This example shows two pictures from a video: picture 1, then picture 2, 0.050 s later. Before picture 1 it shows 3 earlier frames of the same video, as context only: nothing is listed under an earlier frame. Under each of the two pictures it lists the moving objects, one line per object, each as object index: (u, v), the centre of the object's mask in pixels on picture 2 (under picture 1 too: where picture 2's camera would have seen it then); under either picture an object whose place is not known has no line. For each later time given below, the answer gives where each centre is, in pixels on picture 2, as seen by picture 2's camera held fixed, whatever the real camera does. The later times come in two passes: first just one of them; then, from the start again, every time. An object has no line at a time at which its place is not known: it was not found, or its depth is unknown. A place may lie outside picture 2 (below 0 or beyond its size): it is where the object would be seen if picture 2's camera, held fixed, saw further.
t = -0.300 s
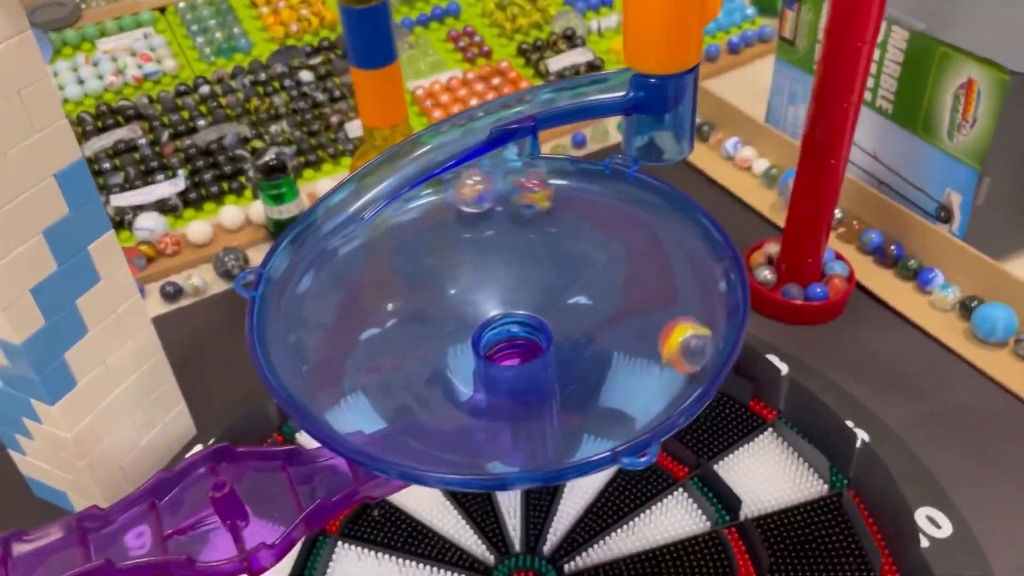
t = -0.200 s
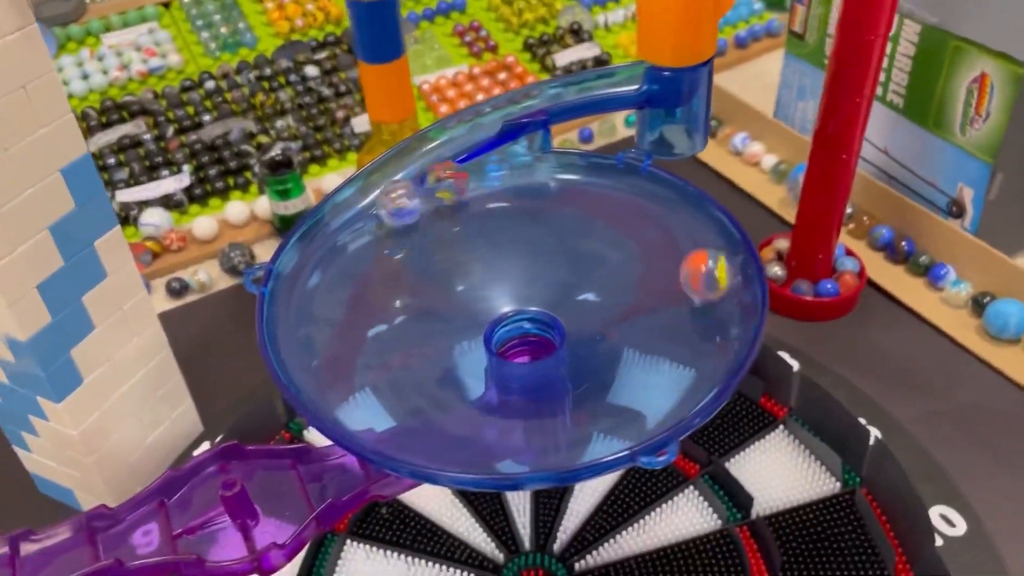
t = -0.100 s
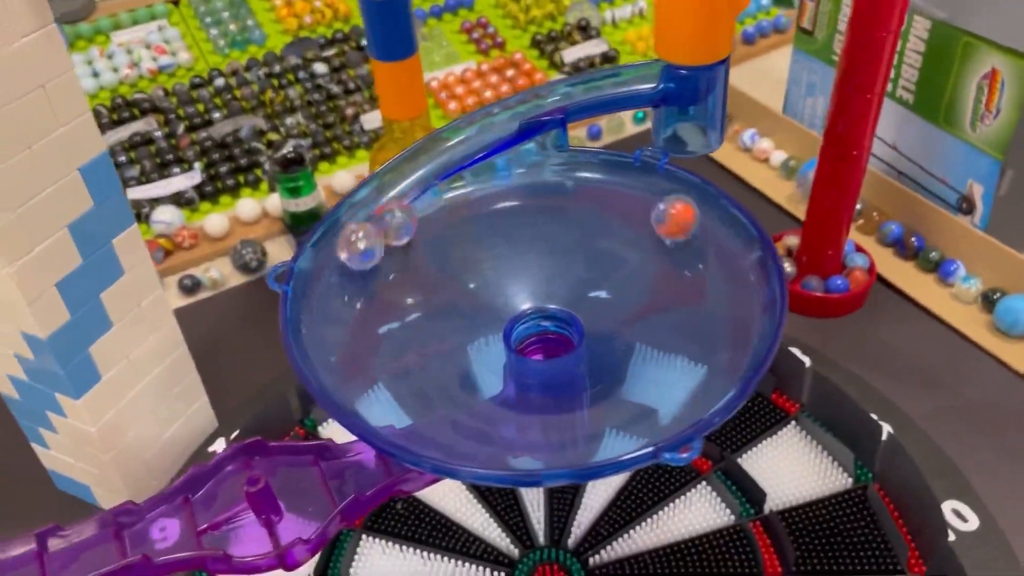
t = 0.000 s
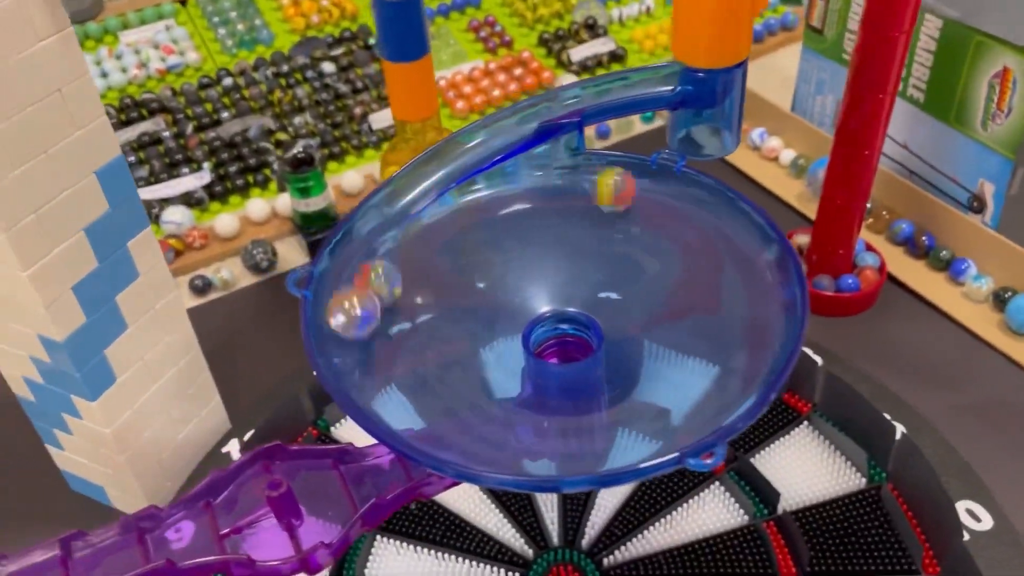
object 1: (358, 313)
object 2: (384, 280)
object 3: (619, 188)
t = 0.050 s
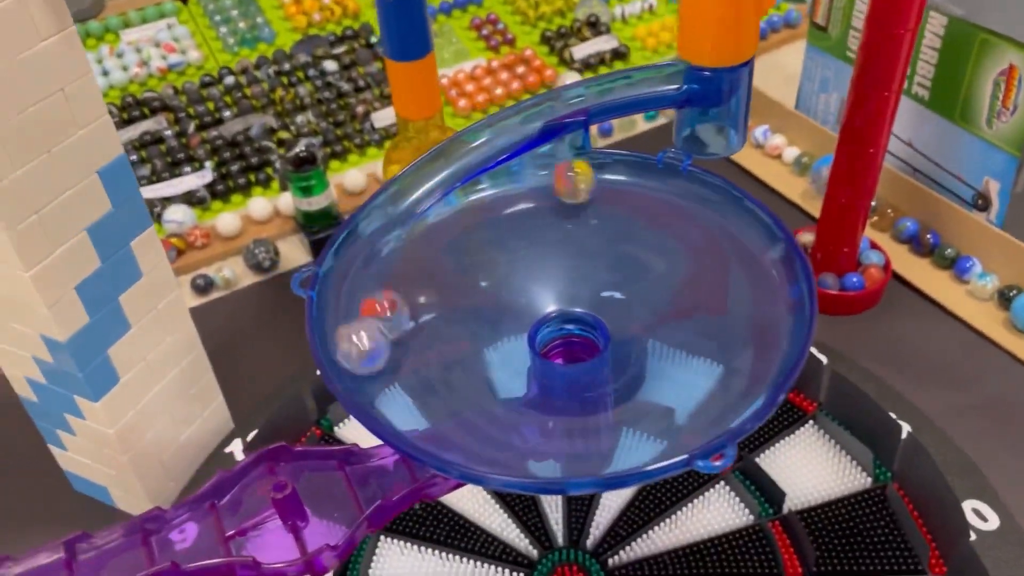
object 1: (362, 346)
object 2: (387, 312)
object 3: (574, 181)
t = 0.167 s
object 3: (470, 190)
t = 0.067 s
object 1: (366, 358)
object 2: (390, 322)
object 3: (554, 183)
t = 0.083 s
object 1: (372, 368)
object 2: (393, 331)
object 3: (544, 180)
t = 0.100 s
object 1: (378, 377)
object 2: (401, 342)
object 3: (529, 182)
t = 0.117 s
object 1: (386, 388)
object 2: (408, 352)
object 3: (514, 182)
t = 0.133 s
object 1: (397, 401)
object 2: (416, 362)
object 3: (499, 184)
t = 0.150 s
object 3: (482, 186)
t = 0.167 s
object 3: (470, 190)
